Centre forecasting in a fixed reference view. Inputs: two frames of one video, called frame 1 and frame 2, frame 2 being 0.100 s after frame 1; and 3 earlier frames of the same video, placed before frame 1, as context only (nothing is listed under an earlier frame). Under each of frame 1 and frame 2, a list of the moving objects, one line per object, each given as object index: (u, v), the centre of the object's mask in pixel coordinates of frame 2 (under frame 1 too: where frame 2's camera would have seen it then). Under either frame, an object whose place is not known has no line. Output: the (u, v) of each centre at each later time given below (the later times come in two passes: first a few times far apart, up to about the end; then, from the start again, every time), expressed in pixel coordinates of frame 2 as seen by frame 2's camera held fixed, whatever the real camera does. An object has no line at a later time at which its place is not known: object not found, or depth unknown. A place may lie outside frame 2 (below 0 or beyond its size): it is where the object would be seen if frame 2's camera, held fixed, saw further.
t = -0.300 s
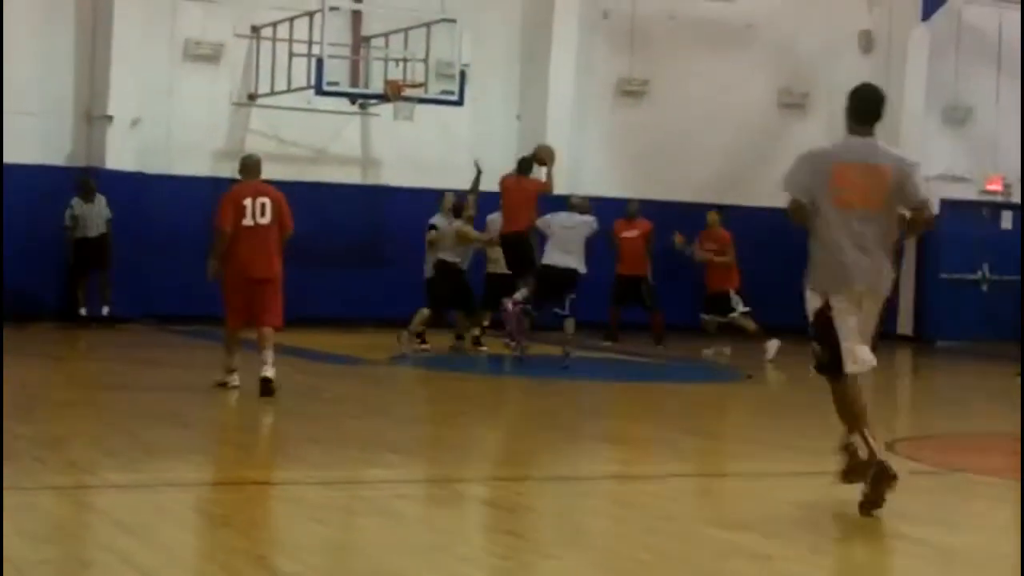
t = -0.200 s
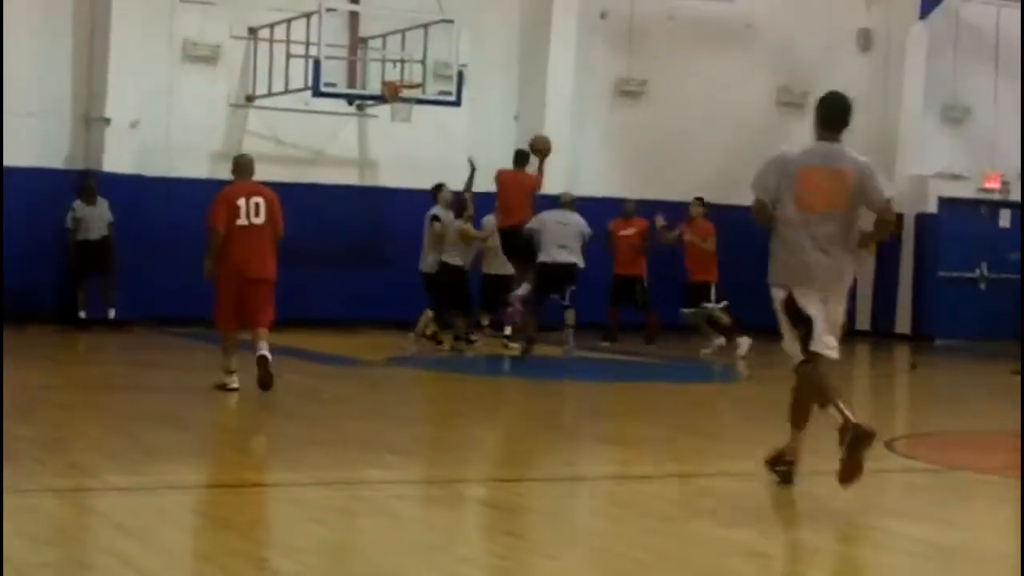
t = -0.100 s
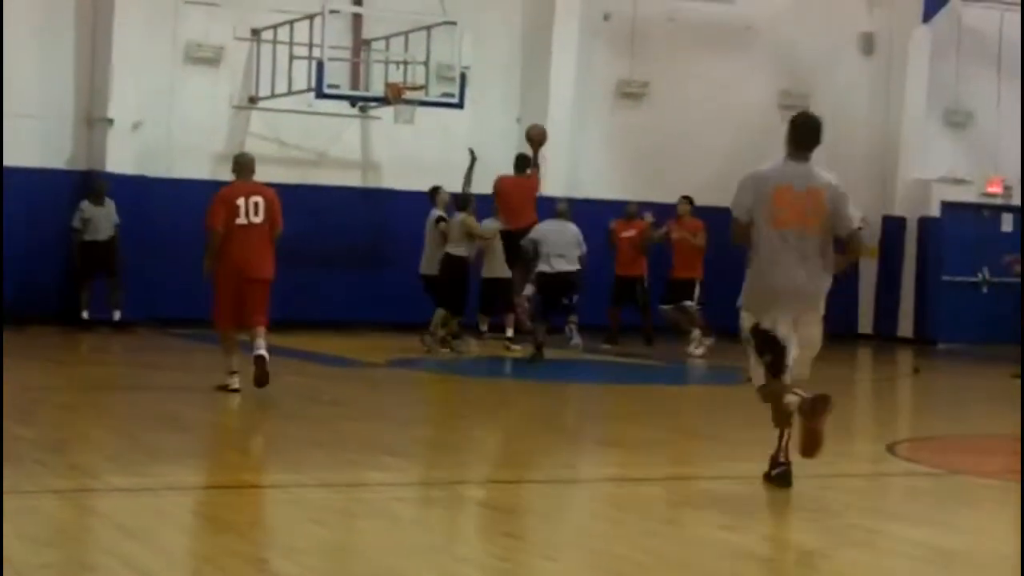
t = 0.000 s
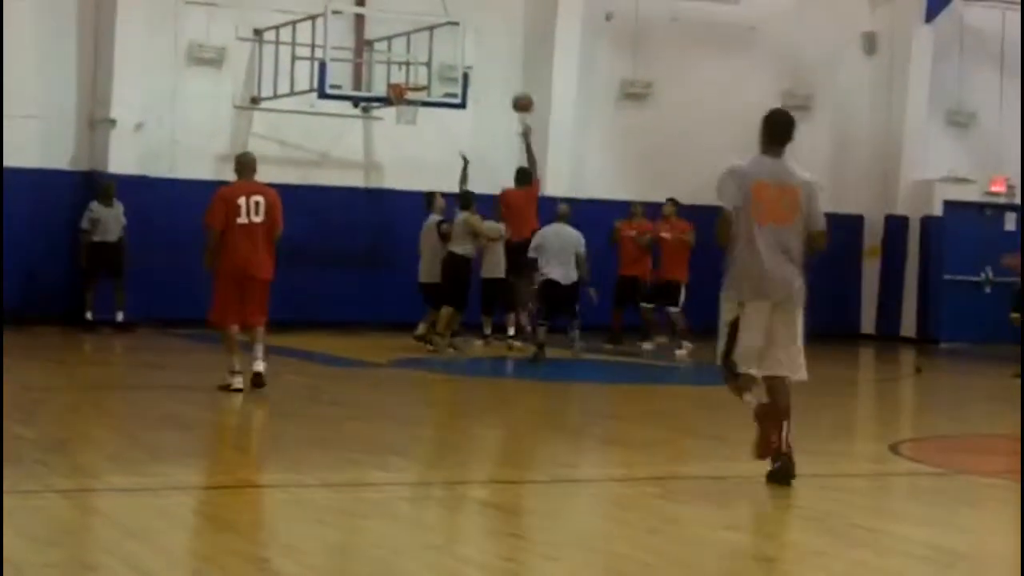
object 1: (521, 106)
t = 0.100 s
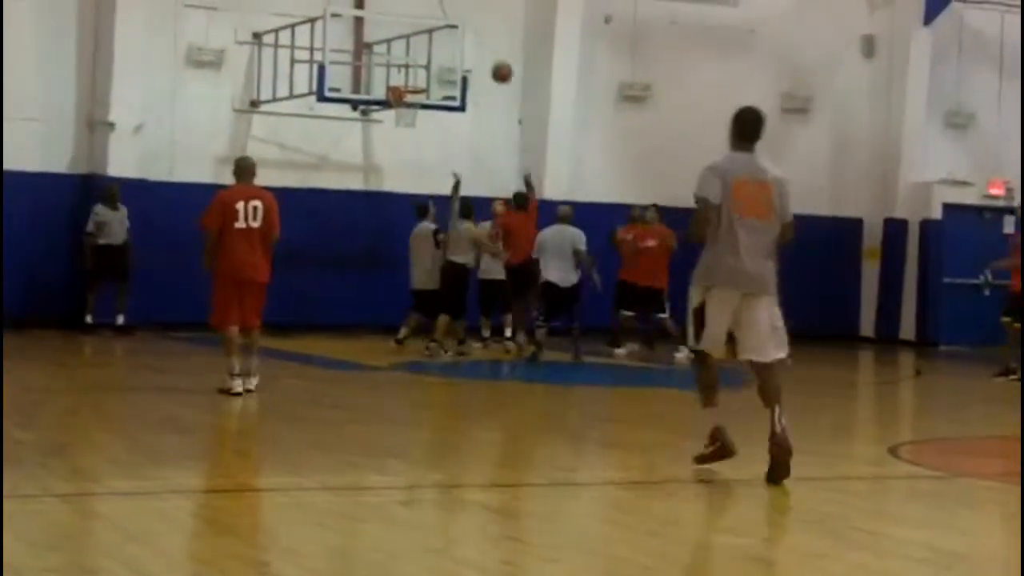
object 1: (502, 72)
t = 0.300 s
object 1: (462, 33)
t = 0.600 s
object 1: (405, 42)
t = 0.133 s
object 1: (495, 63)
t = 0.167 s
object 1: (487, 55)
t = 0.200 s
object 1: (481, 48)
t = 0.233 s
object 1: (475, 42)
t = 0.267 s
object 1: (469, 37)
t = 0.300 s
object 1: (462, 33)
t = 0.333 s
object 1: (455, 30)
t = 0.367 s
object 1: (449, 29)
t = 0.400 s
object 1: (443, 28)
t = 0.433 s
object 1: (436, 28)
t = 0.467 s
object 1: (429, 29)
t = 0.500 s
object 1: (424, 30)
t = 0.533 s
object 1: (417, 33)
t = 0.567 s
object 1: (411, 37)
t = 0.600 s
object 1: (405, 42)
